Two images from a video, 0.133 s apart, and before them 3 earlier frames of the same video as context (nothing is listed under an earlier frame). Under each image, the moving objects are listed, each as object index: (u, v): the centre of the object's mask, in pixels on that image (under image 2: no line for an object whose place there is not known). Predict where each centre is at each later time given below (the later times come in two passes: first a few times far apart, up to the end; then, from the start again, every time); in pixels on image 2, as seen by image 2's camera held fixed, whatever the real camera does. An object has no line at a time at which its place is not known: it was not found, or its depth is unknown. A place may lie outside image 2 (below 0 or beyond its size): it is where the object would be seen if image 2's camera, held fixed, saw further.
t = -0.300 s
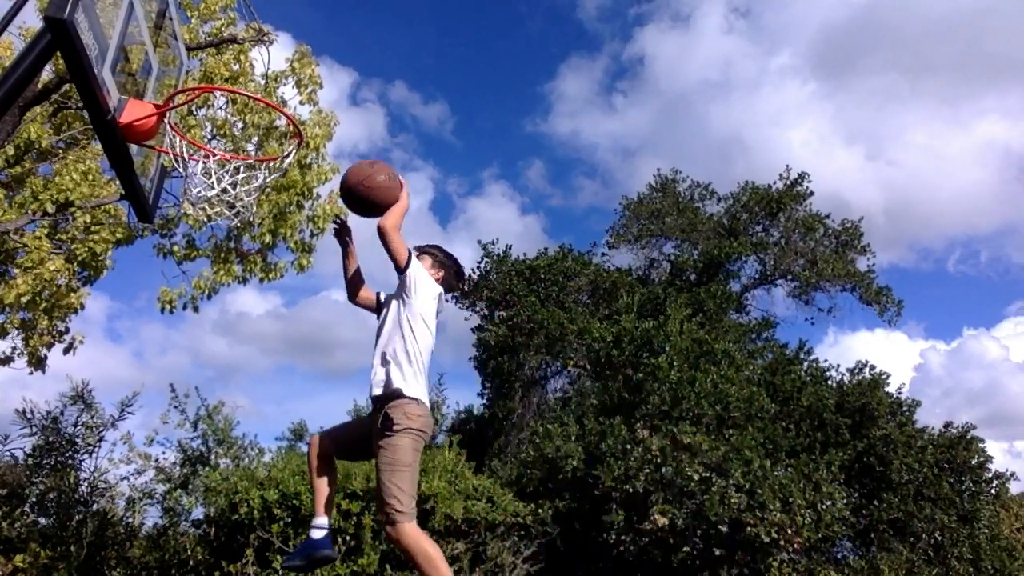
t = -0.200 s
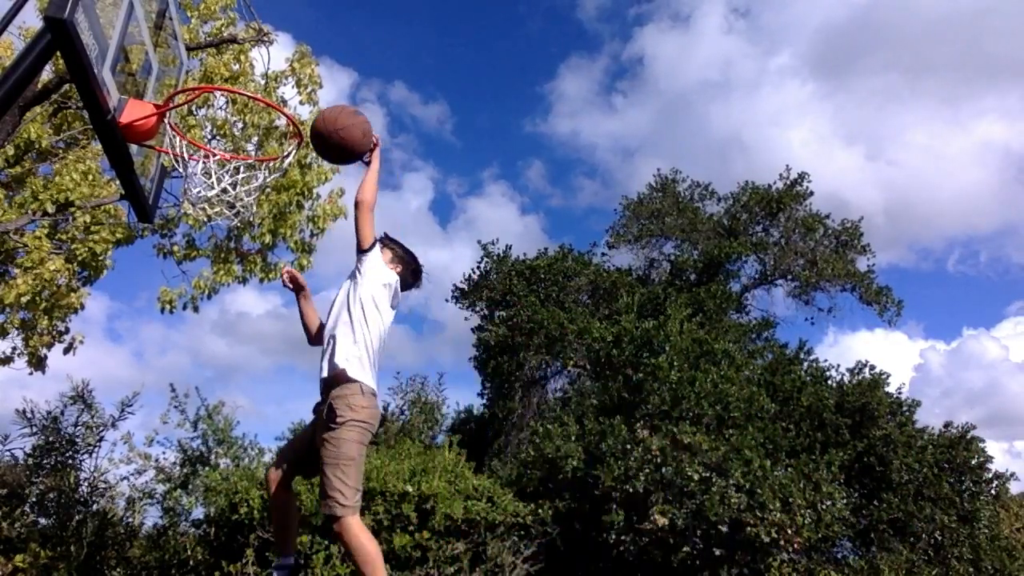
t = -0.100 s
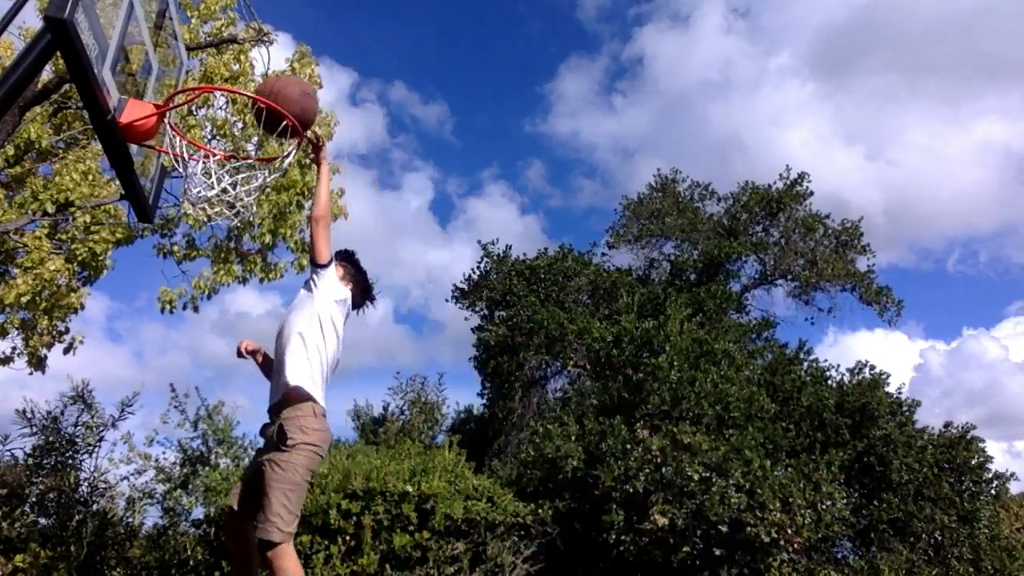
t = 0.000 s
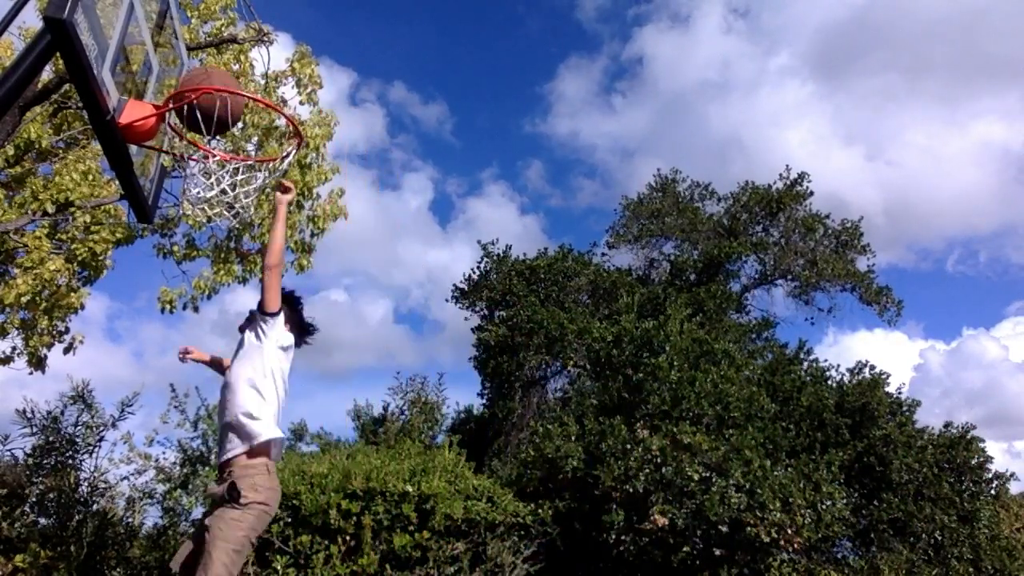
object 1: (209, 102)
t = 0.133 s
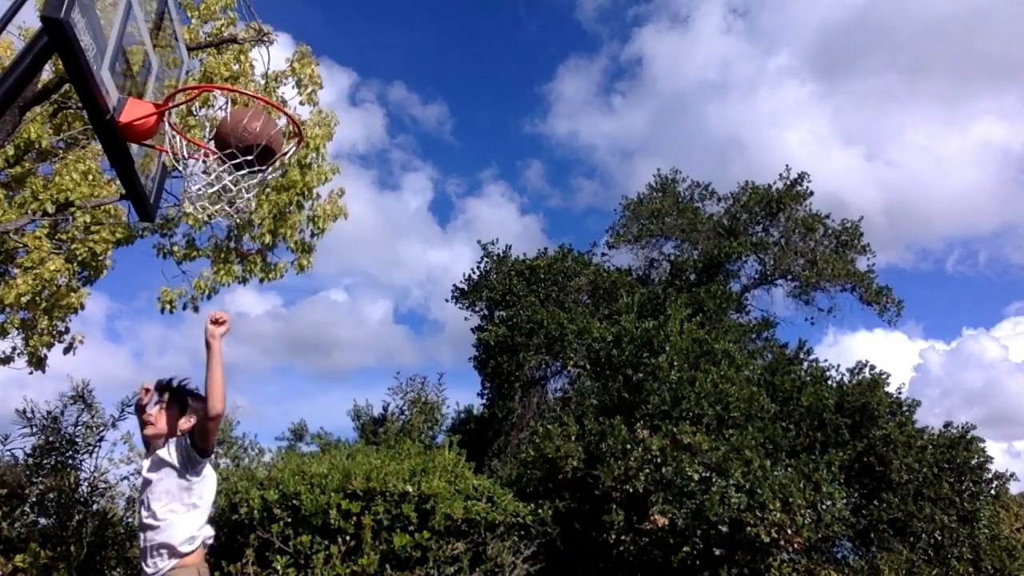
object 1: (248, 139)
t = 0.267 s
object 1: (181, 149)
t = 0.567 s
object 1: (206, 237)
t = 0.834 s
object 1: (221, 533)
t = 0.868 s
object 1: (223, 565)
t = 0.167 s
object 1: (234, 139)
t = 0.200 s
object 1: (216, 141)
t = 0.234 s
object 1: (197, 147)
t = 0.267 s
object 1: (181, 149)
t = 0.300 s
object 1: (174, 143)
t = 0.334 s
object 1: (180, 160)
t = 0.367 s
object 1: (182, 175)
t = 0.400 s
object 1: (184, 182)
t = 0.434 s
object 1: (187, 191)
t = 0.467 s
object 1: (191, 199)
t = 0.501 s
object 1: (198, 205)
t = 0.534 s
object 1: (202, 216)
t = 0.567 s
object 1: (206, 237)
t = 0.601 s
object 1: (208, 260)
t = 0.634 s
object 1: (212, 287)
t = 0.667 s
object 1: (215, 317)
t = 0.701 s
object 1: (217, 352)
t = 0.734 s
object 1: (218, 390)
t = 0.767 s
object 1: (219, 433)
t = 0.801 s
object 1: (220, 481)
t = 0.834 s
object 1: (221, 533)
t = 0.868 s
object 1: (223, 565)
